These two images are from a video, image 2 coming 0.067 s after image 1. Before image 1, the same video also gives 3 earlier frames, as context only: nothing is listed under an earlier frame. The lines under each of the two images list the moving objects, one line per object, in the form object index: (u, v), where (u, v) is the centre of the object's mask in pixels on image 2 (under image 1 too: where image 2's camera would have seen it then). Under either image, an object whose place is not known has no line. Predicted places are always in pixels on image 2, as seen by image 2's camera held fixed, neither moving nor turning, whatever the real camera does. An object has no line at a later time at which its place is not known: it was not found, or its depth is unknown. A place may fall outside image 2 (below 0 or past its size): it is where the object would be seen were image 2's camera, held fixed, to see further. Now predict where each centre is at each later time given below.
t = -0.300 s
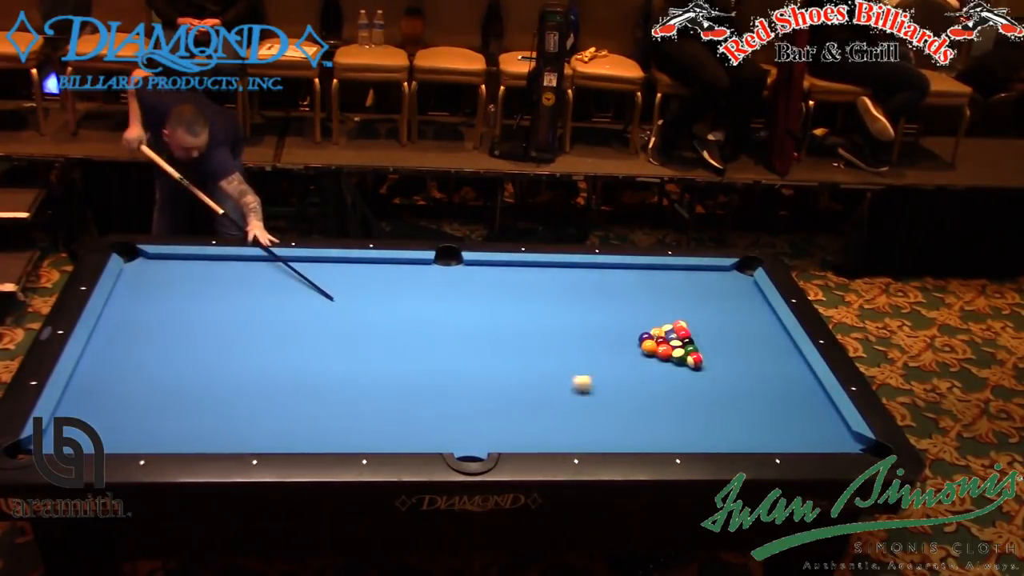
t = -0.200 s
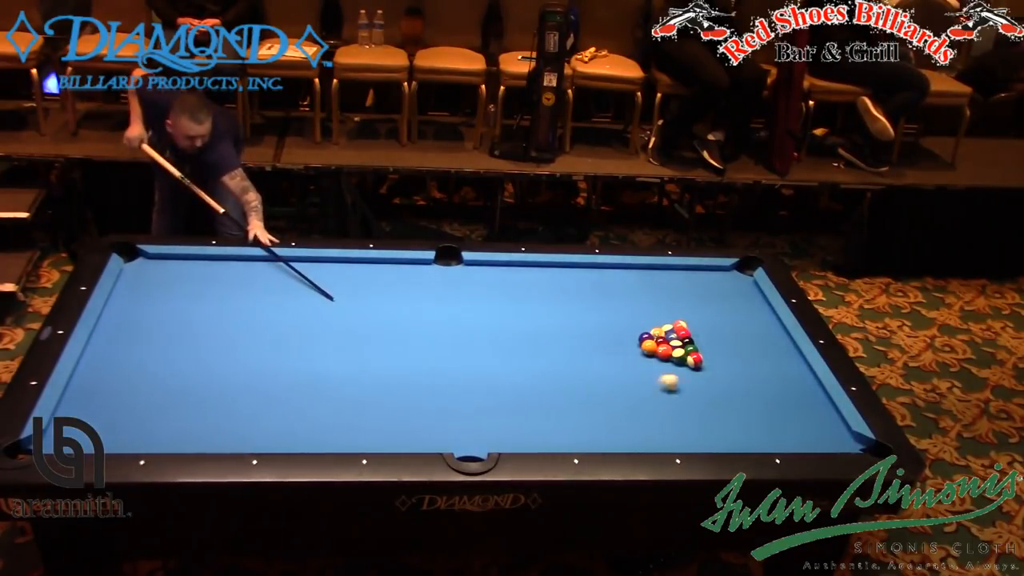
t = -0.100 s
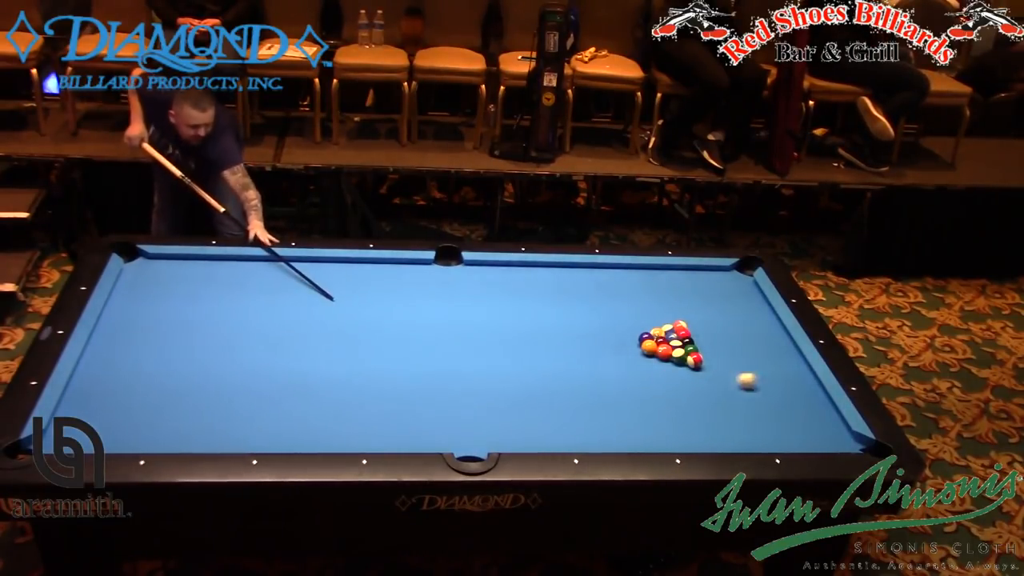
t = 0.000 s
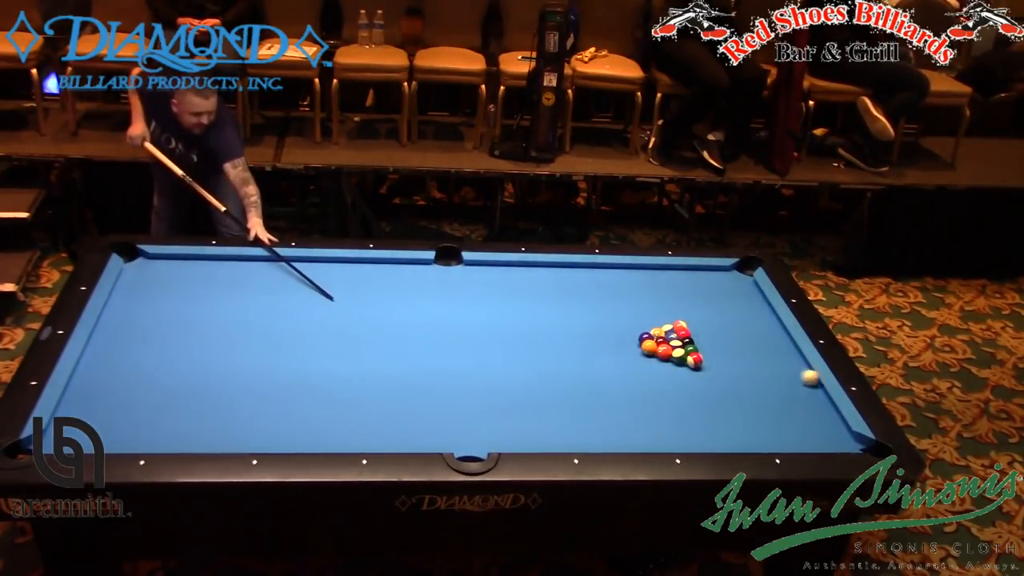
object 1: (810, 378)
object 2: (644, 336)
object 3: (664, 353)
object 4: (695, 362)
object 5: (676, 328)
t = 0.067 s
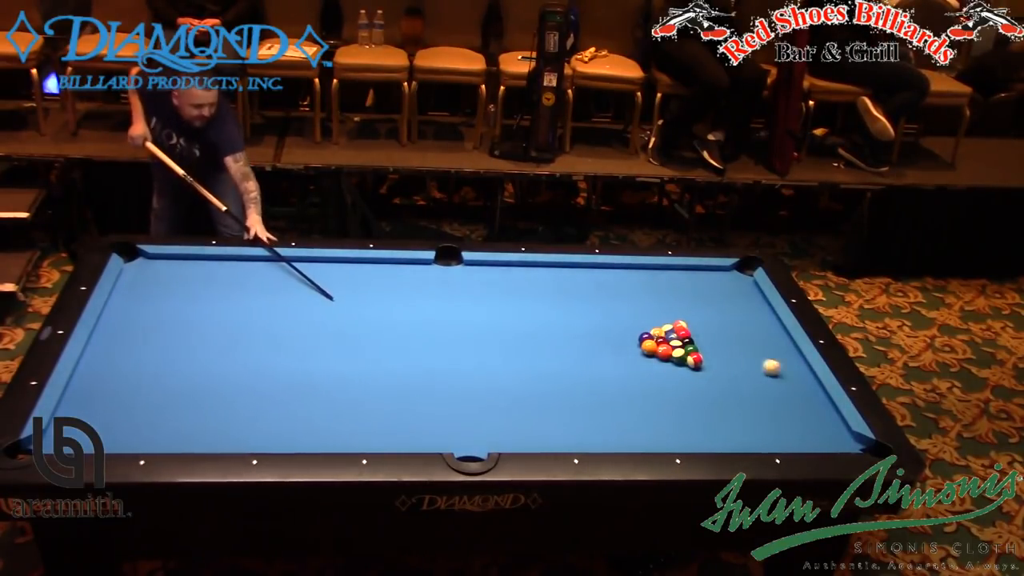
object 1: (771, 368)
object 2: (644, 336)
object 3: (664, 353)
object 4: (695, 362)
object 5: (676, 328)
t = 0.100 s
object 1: (754, 363)
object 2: (644, 336)
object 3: (664, 353)
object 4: (695, 362)
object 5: (676, 328)
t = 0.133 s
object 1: (736, 358)
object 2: (644, 336)
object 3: (664, 353)
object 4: (695, 362)
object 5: (676, 328)
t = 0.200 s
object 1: (705, 348)
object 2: (644, 336)
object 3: (664, 353)
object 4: (695, 362)
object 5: (676, 328)
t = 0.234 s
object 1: (704, 347)
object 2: (640, 336)
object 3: (662, 354)
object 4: (696, 362)
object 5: (675, 327)
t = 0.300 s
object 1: (704, 346)
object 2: (633, 336)
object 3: (660, 357)
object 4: (700, 363)
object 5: (676, 320)
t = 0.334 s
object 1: (704, 345)
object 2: (629, 336)
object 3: (658, 358)
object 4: (702, 364)
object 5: (675, 317)
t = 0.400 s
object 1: (704, 343)
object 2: (622, 334)
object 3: (656, 360)
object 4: (705, 364)
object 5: (673, 311)
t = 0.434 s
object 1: (703, 342)
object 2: (618, 333)
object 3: (654, 361)
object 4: (706, 365)
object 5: (673, 309)
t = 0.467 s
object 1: (703, 341)
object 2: (615, 332)
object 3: (654, 362)
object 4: (708, 366)
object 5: (672, 307)
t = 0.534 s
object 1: (704, 341)
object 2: (607, 331)
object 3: (651, 364)
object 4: (711, 367)
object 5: (671, 301)
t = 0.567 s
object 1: (705, 341)
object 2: (604, 330)
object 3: (650, 365)
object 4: (713, 367)
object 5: (670, 299)
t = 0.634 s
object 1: (705, 340)
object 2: (597, 328)
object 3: (648, 367)
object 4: (716, 368)
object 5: (668, 295)
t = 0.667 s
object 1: (706, 340)
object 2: (594, 327)
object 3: (647, 368)
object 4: (717, 369)
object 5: (667, 292)
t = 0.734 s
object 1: (707, 339)
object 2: (587, 326)
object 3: (644, 370)
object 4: (720, 370)
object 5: (666, 288)
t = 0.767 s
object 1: (707, 339)
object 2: (584, 325)
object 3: (643, 371)
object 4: (721, 370)
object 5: (665, 286)
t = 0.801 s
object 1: (707, 339)
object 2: (580, 324)
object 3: (642, 373)
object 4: (723, 371)
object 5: (665, 284)
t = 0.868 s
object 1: (708, 338)
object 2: (574, 323)
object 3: (640, 374)
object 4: (725, 372)
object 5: (663, 280)
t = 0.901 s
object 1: (708, 338)
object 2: (571, 322)
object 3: (639, 376)
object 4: (726, 372)
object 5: (662, 278)
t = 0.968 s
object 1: (709, 337)
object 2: (564, 320)
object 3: (637, 378)
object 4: (729, 373)
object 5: (661, 274)
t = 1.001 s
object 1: (710, 337)
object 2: (561, 319)
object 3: (635, 379)
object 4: (730, 373)
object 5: (660, 271)
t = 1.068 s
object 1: (711, 337)
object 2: (555, 318)
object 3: (633, 381)
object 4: (733, 374)
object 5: (660, 268)
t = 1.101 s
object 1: (711, 337)
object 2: (551, 317)
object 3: (632, 382)
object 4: (734, 375)
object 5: (660, 269)
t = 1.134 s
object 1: (711, 336)
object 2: (549, 316)
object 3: (631, 383)
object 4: (734, 375)
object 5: (661, 270)
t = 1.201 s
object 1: (711, 336)
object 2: (543, 315)
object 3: (629, 385)
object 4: (737, 376)
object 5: (663, 273)
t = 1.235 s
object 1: (712, 336)
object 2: (540, 314)
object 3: (628, 386)
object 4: (738, 376)
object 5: (664, 274)
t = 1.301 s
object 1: (712, 335)
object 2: (534, 313)
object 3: (625, 388)
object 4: (740, 377)
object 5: (665, 276)
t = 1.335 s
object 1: (712, 335)
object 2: (531, 312)
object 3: (625, 388)
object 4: (741, 377)
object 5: (666, 277)
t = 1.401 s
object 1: (713, 335)
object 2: (525, 311)
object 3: (623, 390)
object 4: (743, 378)
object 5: (668, 280)
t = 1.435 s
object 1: (713, 335)
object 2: (523, 310)
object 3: (622, 391)
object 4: (744, 378)
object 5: (668, 281)
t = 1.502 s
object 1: (713, 335)
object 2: (517, 309)
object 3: (620, 393)
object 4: (746, 378)
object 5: (670, 283)
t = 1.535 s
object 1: (713, 335)
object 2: (515, 308)
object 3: (619, 394)
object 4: (746, 379)
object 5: (671, 284)
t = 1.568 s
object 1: (713, 335)
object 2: (512, 307)
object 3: (618, 395)
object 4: (747, 379)
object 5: (671, 285)
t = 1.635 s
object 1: (714, 335)
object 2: (506, 306)
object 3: (616, 396)
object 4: (749, 380)
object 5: (673, 287)
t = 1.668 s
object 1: (714, 334)
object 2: (504, 305)
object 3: (615, 397)
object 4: (750, 380)
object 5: (674, 288)
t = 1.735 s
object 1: (714, 334)
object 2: (499, 304)
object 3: (613, 399)
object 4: (751, 380)
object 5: (676, 290)
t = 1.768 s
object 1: (714, 334)
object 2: (496, 303)
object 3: (612, 400)
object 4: (752, 381)
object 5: (676, 291)
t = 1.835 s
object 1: (714, 334)
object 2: (491, 302)
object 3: (610, 401)
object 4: (754, 381)
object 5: (678, 294)
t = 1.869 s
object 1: (714, 334)
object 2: (489, 301)
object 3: (609, 402)
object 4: (754, 381)
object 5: (678, 295)
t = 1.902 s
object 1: (714, 334)
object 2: (486, 301)
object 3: (608, 403)
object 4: (755, 381)
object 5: (679, 296)
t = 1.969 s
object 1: (714, 334)
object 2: (482, 300)
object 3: (606, 405)
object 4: (756, 382)
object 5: (680, 297)
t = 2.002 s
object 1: (714, 334)
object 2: (480, 299)
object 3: (605, 405)
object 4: (757, 382)
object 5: (681, 298)
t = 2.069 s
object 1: (714, 334)
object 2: (475, 298)
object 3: (604, 407)
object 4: (758, 383)
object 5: (682, 300)
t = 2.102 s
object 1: (714, 334)
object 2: (473, 297)
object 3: (603, 407)
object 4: (758, 382)
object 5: (682, 301)
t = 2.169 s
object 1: (714, 334)
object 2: (468, 296)
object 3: (601, 409)
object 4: (759, 382)
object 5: (683, 301)
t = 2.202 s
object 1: (714, 334)
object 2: (466, 296)
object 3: (601, 409)
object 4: (760, 383)
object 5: (683, 301)
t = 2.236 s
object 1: (714, 334)
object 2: (464, 295)
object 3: (600, 410)
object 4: (760, 383)
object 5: (683, 301)
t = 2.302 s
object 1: (714, 334)
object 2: (459, 294)
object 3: (598, 412)
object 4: (761, 383)
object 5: (683, 302)
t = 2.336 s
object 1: (714, 334)
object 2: (457, 294)
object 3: (598, 412)
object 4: (761, 383)
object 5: (683, 302)
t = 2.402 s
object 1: (715, 334)
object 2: (453, 292)
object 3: (596, 413)
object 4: (762, 384)
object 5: (683, 302)
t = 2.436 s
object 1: (715, 334)
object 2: (451, 292)
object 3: (596, 414)
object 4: (762, 384)
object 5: (683, 302)
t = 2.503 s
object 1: (714, 334)
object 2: (447, 291)
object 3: (594, 415)
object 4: (762, 384)
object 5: (683, 302)
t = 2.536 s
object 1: (714, 335)
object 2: (445, 290)
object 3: (594, 416)
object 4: (763, 384)
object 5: (683, 302)
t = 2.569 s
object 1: (714, 334)
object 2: (443, 290)
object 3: (593, 417)
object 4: (763, 384)
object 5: (683, 302)
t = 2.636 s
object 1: (714, 334)
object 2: (440, 289)
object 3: (592, 418)
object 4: (763, 384)
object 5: (683, 302)
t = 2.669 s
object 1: (714, 334)
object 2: (438, 288)
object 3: (591, 418)
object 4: (763, 384)
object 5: (683, 302)
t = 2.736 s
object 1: (714, 334)
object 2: (434, 287)
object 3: (590, 419)
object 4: (763, 384)
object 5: (683, 302)
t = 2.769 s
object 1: (714, 334)
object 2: (432, 287)
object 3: (590, 420)
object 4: (763, 384)
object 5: (683, 302)
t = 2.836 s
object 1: (714, 334)
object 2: (429, 286)
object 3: (589, 421)
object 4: (763, 384)
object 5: (683, 302)
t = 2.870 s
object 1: (715, 334)
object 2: (427, 285)
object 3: (588, 421)
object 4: (763, 384)
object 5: (683, 302)
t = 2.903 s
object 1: (715, 334)
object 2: (426, 285)
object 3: (588, 421)
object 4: (763, 384)
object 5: (683, 302)
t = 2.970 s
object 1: (715, 334)
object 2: (422, 284)
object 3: (587, 422)
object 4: (763, 384)
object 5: (683, 302)
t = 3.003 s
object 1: (715, 334)
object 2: (421, 284)
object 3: (586, 423)
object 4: (763, 384)
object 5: (683, 302)
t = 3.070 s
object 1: (715, 334)
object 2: (417, 283)
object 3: (585, 424)
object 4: (763, 384)
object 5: (683, 302)
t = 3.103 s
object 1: (715, 334)
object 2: (416, 282)
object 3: (585, 424)
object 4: (763, 384)
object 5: (683, 302)
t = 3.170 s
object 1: (715, 334)
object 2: (413, 282)
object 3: (584, 425)
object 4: (763, 384)
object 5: (683, 302)
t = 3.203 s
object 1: (715, 334)
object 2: (411, 281)
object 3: (583, 425)
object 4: (763, 384)
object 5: (683, 302)
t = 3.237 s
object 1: (715, 334)
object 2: (410, 281)
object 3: (583, 425)
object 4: (763, 384)
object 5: (683, 302)
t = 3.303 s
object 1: (714, 334)
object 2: (407, 280)
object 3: (582, 426)
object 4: (763, 384)
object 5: (683, 302)
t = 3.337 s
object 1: (714, 334)
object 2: (405, 280)
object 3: (582, 426)
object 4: (763, 384)
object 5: (683, 302)
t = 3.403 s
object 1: (714, 334)
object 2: (403, 279)
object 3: (581, 427)
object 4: (763, 384)
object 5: (683, 302)
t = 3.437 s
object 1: (714, 334)
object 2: (401, 279)
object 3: (581, 427)
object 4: (763, 384)
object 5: (683, 302)
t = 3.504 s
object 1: (714, 334)
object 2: (399, 278)
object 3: (580, 428)
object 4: (763, 384)
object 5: (683, 302)
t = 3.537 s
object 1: (714, 334)
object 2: (398, 278)
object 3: (580, 428)
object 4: (763, 384)
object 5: (683, 302)
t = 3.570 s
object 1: (715, 334)
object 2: (396, 277)
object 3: (580, 428)
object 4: (763, 384)
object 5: (683, 302)
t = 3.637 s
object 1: (714, 334)
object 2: (394, 277)
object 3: (579, 428)
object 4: (763, 384)
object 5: (683, 302)
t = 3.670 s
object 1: (714, 334)
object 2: (393, 276)
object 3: (579, 429)
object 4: (763, 384)
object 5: (683, 302)
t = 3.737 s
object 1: (715, 334)
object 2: (391, 276)
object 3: (579, 429)
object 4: (763, 384)
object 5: (683, 302)
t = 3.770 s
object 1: (714, 334)
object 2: (389, 275)
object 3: (578, 429)
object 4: (763, 384)
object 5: (683, 302)
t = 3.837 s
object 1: (715, 334)
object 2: (387, 275)
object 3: (578, 430)
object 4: (763, 384)
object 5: (683, 302)
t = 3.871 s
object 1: (715, 334)
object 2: (386, 274)
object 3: (578, 430)
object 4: (763, 384)
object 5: (683, 302)
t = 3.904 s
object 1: (715, 334)
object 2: (385, 274)
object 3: (578, 430)
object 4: (763, 384)
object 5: (683, 302)
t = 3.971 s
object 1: (714, 334)
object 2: (383, 274)
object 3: (578, 430)
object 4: (763, 384)
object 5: (683, 302)
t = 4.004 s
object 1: (714, 334)
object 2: (382, 273)
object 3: (578, 430)
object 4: (763, 384)
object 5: (683, 302)
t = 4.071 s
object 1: (714, 334)
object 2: (380, 273)
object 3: (578, 430)
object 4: (763, 384)
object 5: (683, 302)
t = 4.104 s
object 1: (714, 334)
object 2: (380, 272)
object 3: (578, 430)
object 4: (763, 384)
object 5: (683, 302)
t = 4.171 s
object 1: (714, 334)
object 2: (378, 272)
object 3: (578, 430)
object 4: (763, 384)
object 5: (683, 302)
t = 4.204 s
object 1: (714, 334)
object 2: (377, 272)
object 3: (578, 430)
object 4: (763, 384)
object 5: (683, 302)
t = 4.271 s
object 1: (714, 334)
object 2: (375, 271)
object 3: (578, 430)
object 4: (763, 384)
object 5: (683, 302)
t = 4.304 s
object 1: (714, 334)
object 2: (374, 271)
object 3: (578, 430)
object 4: (763, 384)
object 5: (683, 302)
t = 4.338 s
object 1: (714, 334)
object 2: (374, 271)
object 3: (578, 430)
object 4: (763, 384)
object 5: (683, 302)
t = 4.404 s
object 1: (714, 334)
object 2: (372, 271)
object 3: (578, 430)
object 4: (763, 384)
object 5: (683, 302)
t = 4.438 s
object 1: (714, 334)
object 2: (372, 270)
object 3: (578, 430)
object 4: (763, 384)
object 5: (683, 302)
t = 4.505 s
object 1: (714, 334)
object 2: (371, 270)
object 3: (578, 430)
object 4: (763, 384)
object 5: (683, 302)
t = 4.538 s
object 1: (714, 334)
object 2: (370, 270)
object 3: (578, 430)
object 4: (763, 384)
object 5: (683, 302)
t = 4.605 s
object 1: (714, 334)
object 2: (369, 269)
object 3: (578, 430)
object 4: (763, 384)
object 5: (683, 302)
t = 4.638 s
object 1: (714, 334)
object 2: (368, 269)
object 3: (578, 430)
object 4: (763, 384)
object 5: (683, 302)
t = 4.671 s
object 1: (714, 334)
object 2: (368, 269)
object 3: (578, 430)
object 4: (763, 383)
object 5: (683, 302)
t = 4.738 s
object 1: (714, 334)
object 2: (367, 269)
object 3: (578, 429)
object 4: (763, 384)
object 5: (683, 302)
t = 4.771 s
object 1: (714, 334)
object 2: (366, 268)
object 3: (578, 430)
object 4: (763, 384)
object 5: (683, 302)
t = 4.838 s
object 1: (714, 334)
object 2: (365, 268)
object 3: (578, 429)
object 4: (763, 384)
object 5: (683, 302)
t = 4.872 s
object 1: (714, 334)
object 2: (365, 268)
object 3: (578, 429)
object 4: (763, 383)
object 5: (683, 302)
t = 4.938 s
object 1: (714, 334)
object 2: (364, 268)
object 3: (578, 429)
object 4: (763, 383)
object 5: (683, 302)
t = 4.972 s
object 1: (714, 334)
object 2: (364, 268)
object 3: (578, 429)
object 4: (763, 383)
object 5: (683, 302)
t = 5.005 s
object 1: (714, 334)
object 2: (363, 268)
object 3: (578, 429)
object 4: (763, 383)
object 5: (683, 302)
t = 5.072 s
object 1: (714, 334)
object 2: (363, 267)
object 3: (578, 429)
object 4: (763, 383)
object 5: (683, 302)
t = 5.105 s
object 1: (714, 334)
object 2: (363, 267)
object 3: (578, 429)
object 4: (763, 383)
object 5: (683, 302)
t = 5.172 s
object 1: (714, 334)
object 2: (362, 267)
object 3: (578, 429)
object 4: (763, 383)
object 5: (683, 302)
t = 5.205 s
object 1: (714, 334)
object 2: (362, 267)
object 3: (578, 429)
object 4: (763, 383)
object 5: (683, 302)
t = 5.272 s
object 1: (714, 334)
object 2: (362, 267)
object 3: (578, 429)
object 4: (763, 383)
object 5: (683, 302)
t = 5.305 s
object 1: (714, 334)
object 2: (362, 267)
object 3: (578, 429)
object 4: (763, 383)
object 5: (683, 302)
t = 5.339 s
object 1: (714, 334)
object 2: (361, 267)
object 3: (578, 429)
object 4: (763, 383)
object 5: (683, 302)
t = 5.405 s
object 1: (714, 334)
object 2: (361, 267)
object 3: (578, 429)
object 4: (763, 383)
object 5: (683, 302)
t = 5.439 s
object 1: (714, 335)
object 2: (361, 267)
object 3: (578, 429)
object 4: (763, 383)
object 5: (683, 302)
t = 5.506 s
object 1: (714, 334)
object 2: (361, 267)
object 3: (578, 429)
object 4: (763, 383)
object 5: (683, 302)
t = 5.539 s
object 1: (714, 334)
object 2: (361, 267)
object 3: (578, 429)
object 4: (763, 383)
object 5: (683, 302)
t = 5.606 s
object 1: (714, 334)
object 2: (361, 267)
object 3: (578, 429)
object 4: (763, 383)
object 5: (683, 302)
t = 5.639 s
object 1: (714, 334)
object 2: (361, 267)
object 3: (578, 429)
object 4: (763, 383)
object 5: (683, 302)
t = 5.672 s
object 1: (714, 334)
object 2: (361, 267)
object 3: (578, 429)
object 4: (763, 383)
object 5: (683, 302)
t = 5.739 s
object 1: (714, 334)
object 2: (361, 267)
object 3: (578, 429)
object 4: (763, 383)
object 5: (683, 302)
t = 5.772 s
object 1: (714, 334)
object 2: (361, 267)
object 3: (578, 429)
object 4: (763, 383)
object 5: (683, 302)
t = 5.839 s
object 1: (714, 334)
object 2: (361, 266)
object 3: (578, 430)
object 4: (763, 383)
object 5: (683, 302)
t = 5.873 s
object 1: (714, 334)
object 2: (361, 266)
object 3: (578, 430)
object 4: (763, 383)
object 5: (683, 302)
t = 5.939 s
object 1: (714, 334)
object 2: (361, 266)
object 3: (578, 430)
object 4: (763, 383)
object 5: (683, 302)
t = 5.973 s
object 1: (714, 334)
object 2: (361, 266)
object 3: (578, 430)
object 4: (763, 383)
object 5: (683, 302)
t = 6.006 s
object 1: (714, 334)
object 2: (361, 266)
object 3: (578, 430)
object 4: (763, 383)
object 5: (683, 302)
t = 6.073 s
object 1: (714, 334)
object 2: (361, 266)
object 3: (578, 430)
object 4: (763, 383)
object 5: (683, 302)
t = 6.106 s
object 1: (714, 334)
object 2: (361, 266)
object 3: (577, 430)
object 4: (763, 383)
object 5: (683, 302)
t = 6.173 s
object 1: (714, 334)
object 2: (361, 266)
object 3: (578, 430)
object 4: (763, 383)
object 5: (683, 302)
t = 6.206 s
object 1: (715, 334)
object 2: (361, 266)
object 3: (578, 430)
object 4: (763, 383)
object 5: (683, 302)
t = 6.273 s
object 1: (714, 334)
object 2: (361, 266)
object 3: (578, 430)
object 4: (763, 383)
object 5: (683, 302)
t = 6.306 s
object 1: (714, 334)
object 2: (361, 266)
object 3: (578, 430)
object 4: (763, 383)
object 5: (683, 302)
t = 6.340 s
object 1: (714, 334)
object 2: (361, 266)
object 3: (577, 430)
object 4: (763, 383)
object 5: (683, 302)
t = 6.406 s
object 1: (714, 334)
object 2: (361, 266)
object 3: (577, 430)
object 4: (763, 383)
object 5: (683, 302)
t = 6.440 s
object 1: (715, 334)
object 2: (361, 266)
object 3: (578, 430)
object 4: (763, 383)
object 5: (683, 302)
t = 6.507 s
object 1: (714, 334)
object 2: (361, 266)
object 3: (578, 430)
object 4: (763, 383)
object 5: (683, 302)
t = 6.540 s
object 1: (714, 334)
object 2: (361, 266)
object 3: (578, 430)
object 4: (763, 383)
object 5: (683, 302)
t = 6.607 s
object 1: (714, 334)
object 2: (361, 266)
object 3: (578, 430)
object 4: (763, 383)
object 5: (683, 302)
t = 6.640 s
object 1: (714, 334)
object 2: (361, 266)
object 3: (578, 430)
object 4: (763, 383)
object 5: (683, 302)
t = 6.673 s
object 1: (714, 334)
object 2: (361, 266)
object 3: (578, 430)
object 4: (763, 383)
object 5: (683, 302)
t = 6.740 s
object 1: (714, 334)
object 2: (361, 266)
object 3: (578, 430)
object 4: (763, 383)
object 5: (683, 302)
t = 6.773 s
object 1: (714, 334)
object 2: (361, 266)
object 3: (578, 430)
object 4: (763, 383)
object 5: (683, 302)
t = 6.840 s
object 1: (714, 334)
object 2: (361, 266)
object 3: (578, 430)
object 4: (763, 383)
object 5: (683, 302)
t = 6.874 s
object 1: (714, 334)
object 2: (361, 266)
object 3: (578, 430)
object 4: (763, 383)
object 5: (683, 302)
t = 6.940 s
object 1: (714, 334)
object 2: (361, 266)
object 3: (578, 430)
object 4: (763, 383)
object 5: (683, 302)
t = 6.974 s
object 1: (714, 334)
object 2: (361, 266)
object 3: (578, 430)
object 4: (763, 383)
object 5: (683, 302)
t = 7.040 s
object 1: (715, 334)
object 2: (361, 266)
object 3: (578, 430)
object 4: (763, 383)
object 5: (683, 302)
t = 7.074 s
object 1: (715, 334)
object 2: (361, 266)
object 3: (578, 430)
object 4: (763, 383)
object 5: (683, 302)
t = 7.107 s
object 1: (715, 334)
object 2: (361, 266)
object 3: (578, 430)
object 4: (763, 383)
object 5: (683, 302)
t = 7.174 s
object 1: (715, 334)
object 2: (361, 266)
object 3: (578, 430)
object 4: (763, 383)
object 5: (683, 302)
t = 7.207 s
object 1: (715, 334)
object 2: (361, 266)
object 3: (578, 430)
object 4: (763, 383)
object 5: (683, 302)
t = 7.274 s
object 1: (715, 334)
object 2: (361, 266)
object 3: (578, 429)
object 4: (763, 383)
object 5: (683, 302)
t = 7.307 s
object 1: (715, 334)
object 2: (361, 266)
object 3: (578, 429)
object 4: (763, 383)
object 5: (683, 302)
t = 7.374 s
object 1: (714, 334)
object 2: (361, 266)
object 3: (578, 429)
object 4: (763, 383)
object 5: (683, 302)
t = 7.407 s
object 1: (715, 334)
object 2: (361, 266)
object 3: (578, 429)
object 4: (763, 383)
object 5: (683, 302)
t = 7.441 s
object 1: (714, 334)
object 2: (361, 266)
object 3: (578, 429)
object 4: (763, 383)
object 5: (683, 302)
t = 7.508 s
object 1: (714, 334)
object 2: (361, 266)
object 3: (578, 429)
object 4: (763, 383)
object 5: (683, 302)
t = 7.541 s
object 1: (715, 334)
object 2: (361, 266)
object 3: (578, 429)
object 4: (763, 383)
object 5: (683, 302)
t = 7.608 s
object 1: (714, 334)
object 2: (361, 266)
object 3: (578, 429)
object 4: (763, 383)
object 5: (683, 302)
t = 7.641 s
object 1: (715, 334)
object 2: (361, 266)
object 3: (578, 429)
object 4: (763, 383)
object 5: (683, 302)
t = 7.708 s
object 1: (714, 334)
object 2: (361, 266)
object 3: (578, 429)
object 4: (763, 383)
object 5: (683, 302)
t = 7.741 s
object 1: (714, 334)
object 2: (361, 266)
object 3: (578, 429)
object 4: (763, 383)
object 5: (683, 302)
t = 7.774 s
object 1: (714, 334)
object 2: (361, 266)
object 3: (578, 429)
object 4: (763, 383)
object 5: (683, 302)
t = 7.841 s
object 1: (714, 334)
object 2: (361, 266)
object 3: (578, 429)
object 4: (763, 383)
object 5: (683, 302)
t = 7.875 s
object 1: (714, 334)
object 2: (361, 266)
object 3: (578, 429)
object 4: (763, 383)
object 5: (683, 302)
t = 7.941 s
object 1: (714, 334)
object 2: (361, 266)
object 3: (578, 429)
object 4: (763, 383)
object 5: (683, 302)
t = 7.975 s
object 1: (714, 334)
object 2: (361, 266)
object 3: (578, 429)
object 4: (763, 383)
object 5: (683, 302)
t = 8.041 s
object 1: (715, 334)
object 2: (361, 266)
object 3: (578, 429)
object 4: (763, 383)
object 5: (683, 302)
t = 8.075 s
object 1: (714, 334)
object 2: (361, 266)
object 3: (578, 429)
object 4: (763, 383)
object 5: (683, 302)
